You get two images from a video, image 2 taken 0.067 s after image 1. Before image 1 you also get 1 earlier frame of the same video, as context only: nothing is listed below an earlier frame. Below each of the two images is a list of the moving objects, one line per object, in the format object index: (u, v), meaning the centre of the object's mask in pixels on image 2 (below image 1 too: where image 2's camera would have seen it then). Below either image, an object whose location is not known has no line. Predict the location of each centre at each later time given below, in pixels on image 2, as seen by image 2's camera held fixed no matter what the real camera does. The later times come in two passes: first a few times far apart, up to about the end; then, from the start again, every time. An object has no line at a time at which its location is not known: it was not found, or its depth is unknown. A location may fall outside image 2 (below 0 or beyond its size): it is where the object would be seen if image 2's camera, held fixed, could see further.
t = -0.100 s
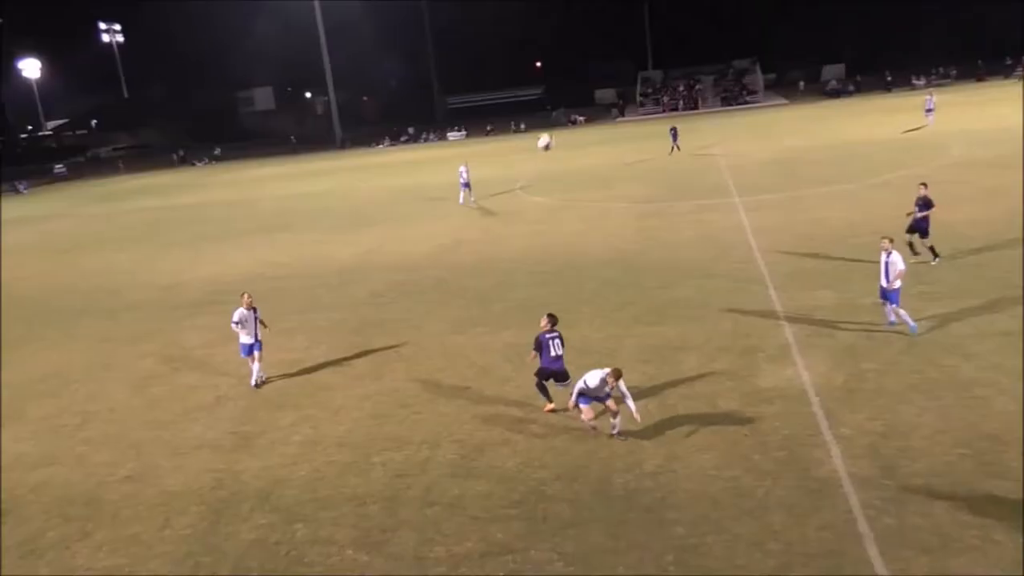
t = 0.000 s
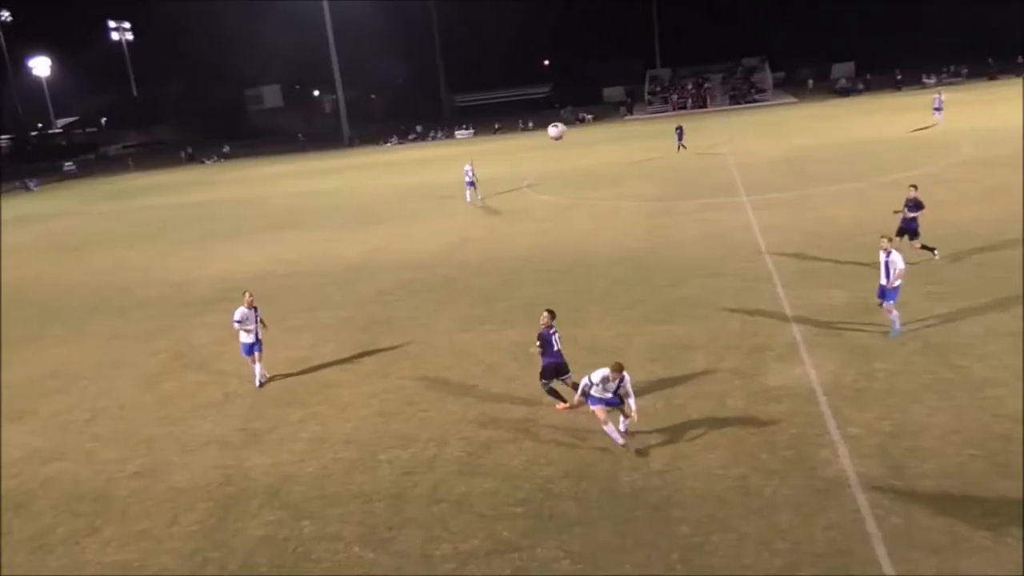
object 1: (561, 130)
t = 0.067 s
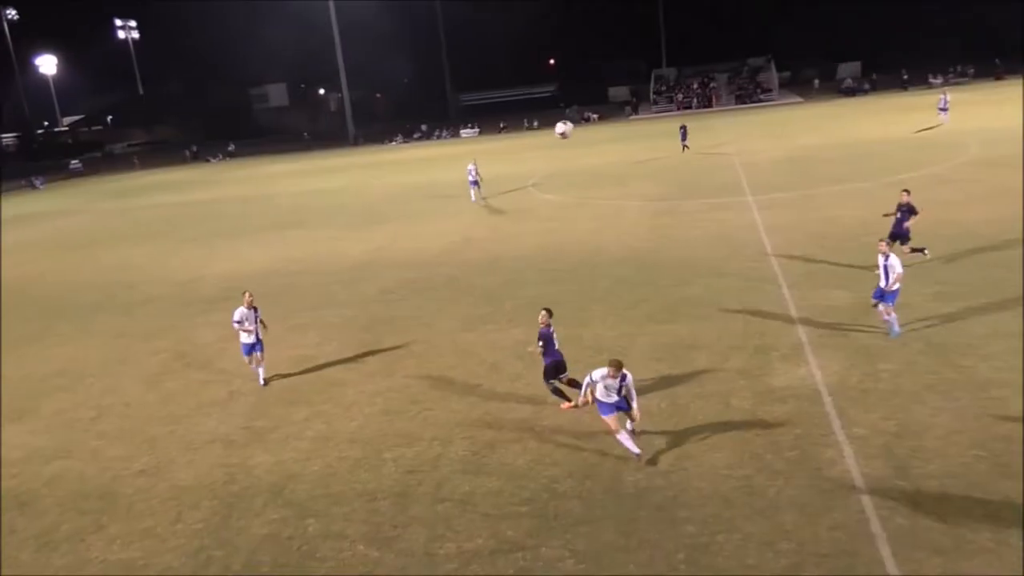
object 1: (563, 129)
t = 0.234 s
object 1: (572, 142)
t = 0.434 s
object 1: (584, 190)
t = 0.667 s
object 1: (604, 292)
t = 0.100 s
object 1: (565, 130)
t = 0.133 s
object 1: (566, 131)
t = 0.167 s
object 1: (569, 134)
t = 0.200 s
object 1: (570, 138)
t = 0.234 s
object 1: (572, 142)
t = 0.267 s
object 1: (573, 148)
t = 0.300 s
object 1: (576, 155)
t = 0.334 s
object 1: (576, 162)
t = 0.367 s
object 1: (579, 170)
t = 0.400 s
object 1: (582, 179)
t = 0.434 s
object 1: (584, 190)
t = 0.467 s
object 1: (586, 202)
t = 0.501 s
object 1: (589, 215)
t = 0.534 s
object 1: (592, 228)
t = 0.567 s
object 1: (595, 242)
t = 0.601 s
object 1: (599, 257)
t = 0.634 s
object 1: (602, 275)
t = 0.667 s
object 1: (604, 292)
